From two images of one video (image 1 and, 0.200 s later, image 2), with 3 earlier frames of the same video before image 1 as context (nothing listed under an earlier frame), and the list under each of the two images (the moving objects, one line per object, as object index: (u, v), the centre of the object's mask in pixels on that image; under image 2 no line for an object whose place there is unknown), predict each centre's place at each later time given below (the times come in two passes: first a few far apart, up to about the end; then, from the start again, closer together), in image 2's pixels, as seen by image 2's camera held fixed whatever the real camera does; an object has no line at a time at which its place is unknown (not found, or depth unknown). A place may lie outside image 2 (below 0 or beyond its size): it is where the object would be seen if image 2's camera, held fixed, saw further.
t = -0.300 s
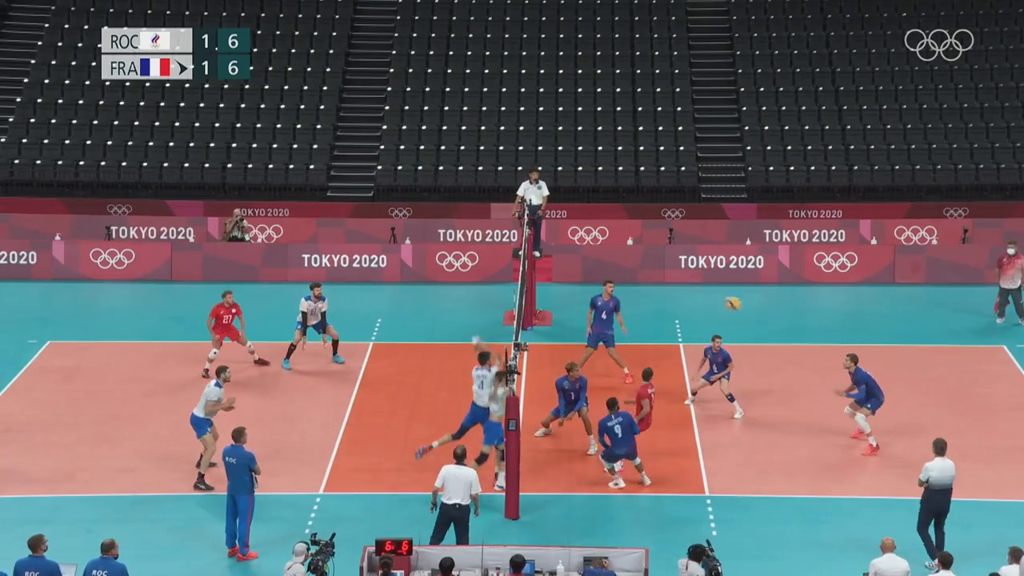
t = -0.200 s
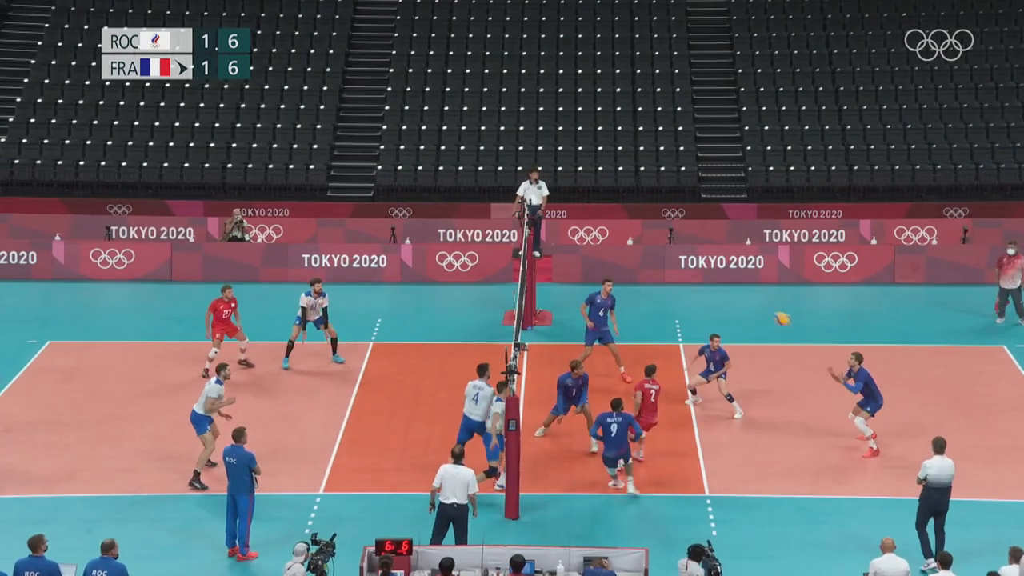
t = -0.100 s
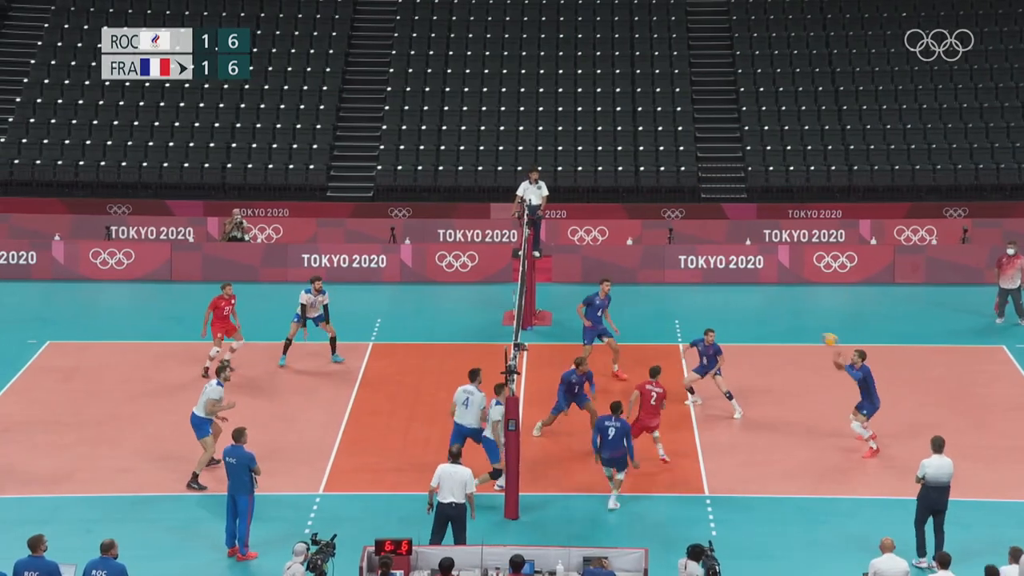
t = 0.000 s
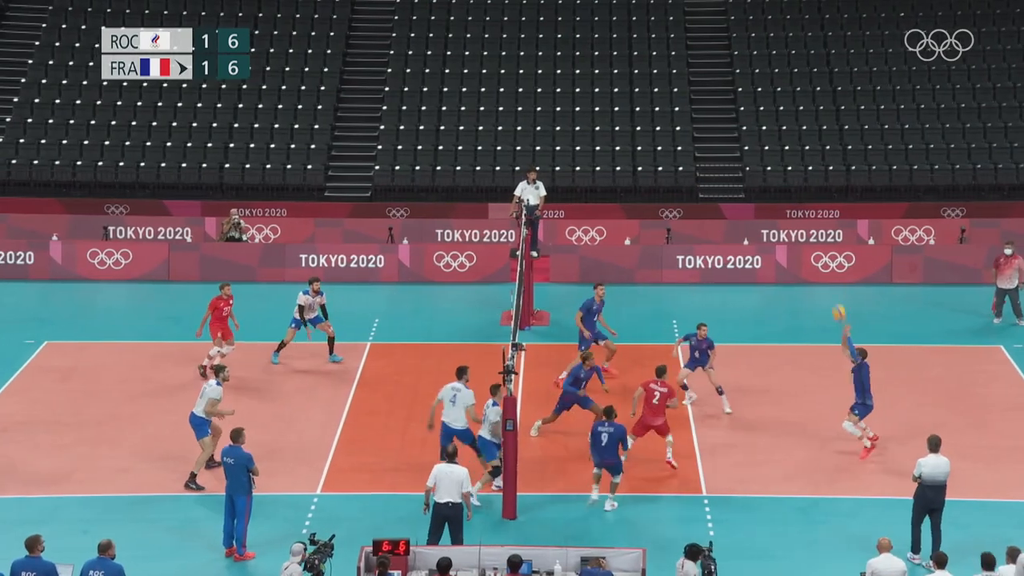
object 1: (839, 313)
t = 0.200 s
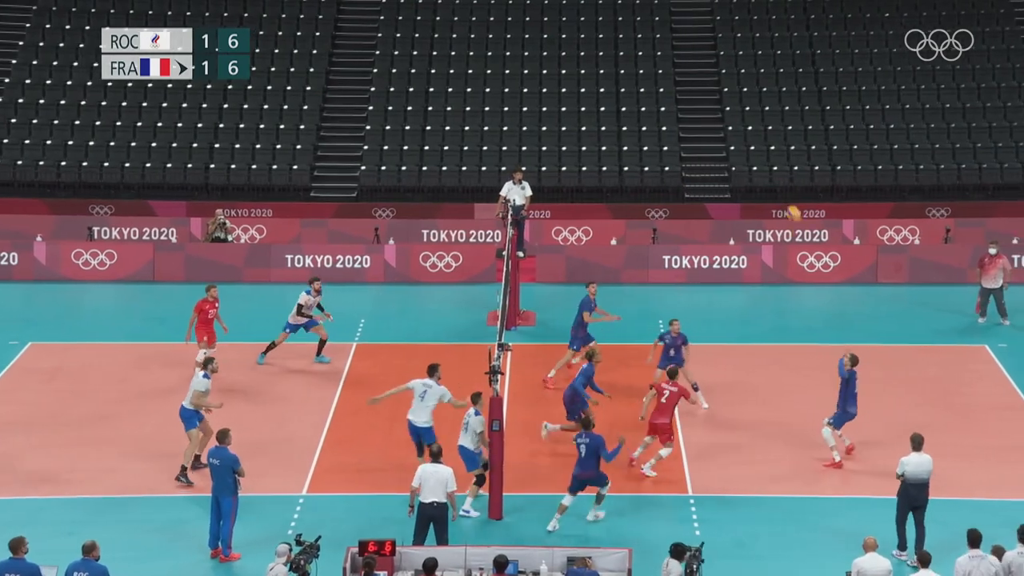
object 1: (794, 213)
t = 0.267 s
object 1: (783, 187)
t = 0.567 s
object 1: (735, 102)
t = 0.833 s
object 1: (692, 75)
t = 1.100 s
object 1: (651, 91)
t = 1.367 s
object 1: (613, 148)
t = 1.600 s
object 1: (583, 223)
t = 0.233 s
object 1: (788, 200)
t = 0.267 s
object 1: (783, 187)
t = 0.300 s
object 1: (778, 175)
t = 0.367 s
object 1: (767, 152)
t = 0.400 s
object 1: (762, 143)
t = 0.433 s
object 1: (756, 133)
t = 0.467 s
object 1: (751, 124)
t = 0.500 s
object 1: (746, 116)
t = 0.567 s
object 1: (735, 102)
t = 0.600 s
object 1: (729, 96)
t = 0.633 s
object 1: (724, 92)
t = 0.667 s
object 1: (719, 87)
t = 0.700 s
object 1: (714, 84)
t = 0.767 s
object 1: (703, 78)
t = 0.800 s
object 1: (697, 76)
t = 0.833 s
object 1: (692, 75)
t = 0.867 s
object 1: (687, 75)
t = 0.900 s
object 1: (682, 75)
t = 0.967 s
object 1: (672, 78)
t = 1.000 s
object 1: (667, 80)
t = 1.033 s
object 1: (661, 84)
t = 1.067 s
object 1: (657, 87)
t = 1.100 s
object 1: (651, 91)
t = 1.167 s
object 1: (642, 102)
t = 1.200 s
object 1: (637, 108)
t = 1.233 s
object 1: (632, 115)
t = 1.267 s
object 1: (627, 122)
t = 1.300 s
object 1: (622, 131)
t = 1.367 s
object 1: (613, 148)
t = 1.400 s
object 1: (609, 158)
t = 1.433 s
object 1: (604, 167)
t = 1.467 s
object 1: (600, 178)
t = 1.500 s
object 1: (595, 189)
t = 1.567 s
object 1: (587, 212)
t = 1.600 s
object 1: (583, 223)
